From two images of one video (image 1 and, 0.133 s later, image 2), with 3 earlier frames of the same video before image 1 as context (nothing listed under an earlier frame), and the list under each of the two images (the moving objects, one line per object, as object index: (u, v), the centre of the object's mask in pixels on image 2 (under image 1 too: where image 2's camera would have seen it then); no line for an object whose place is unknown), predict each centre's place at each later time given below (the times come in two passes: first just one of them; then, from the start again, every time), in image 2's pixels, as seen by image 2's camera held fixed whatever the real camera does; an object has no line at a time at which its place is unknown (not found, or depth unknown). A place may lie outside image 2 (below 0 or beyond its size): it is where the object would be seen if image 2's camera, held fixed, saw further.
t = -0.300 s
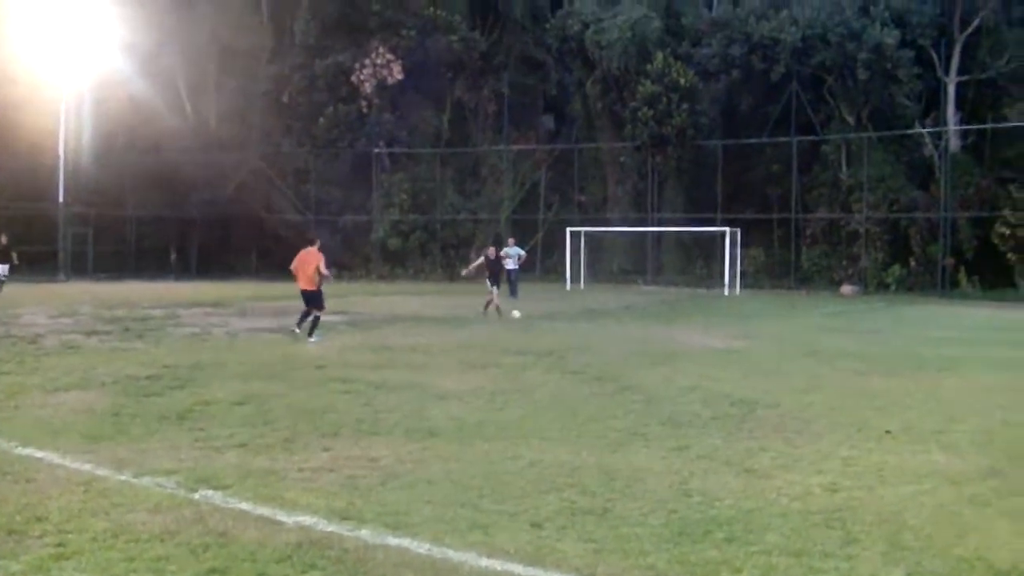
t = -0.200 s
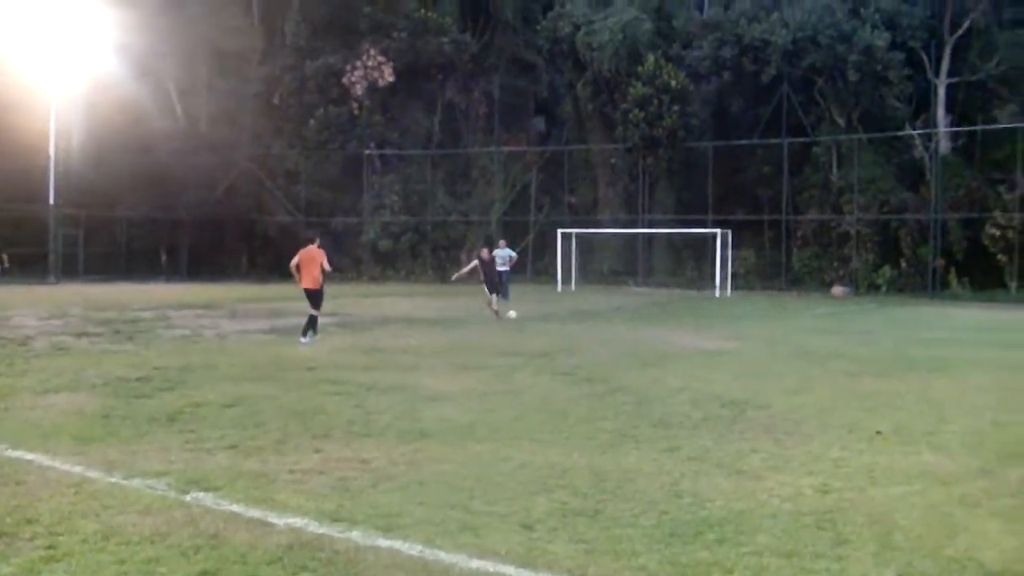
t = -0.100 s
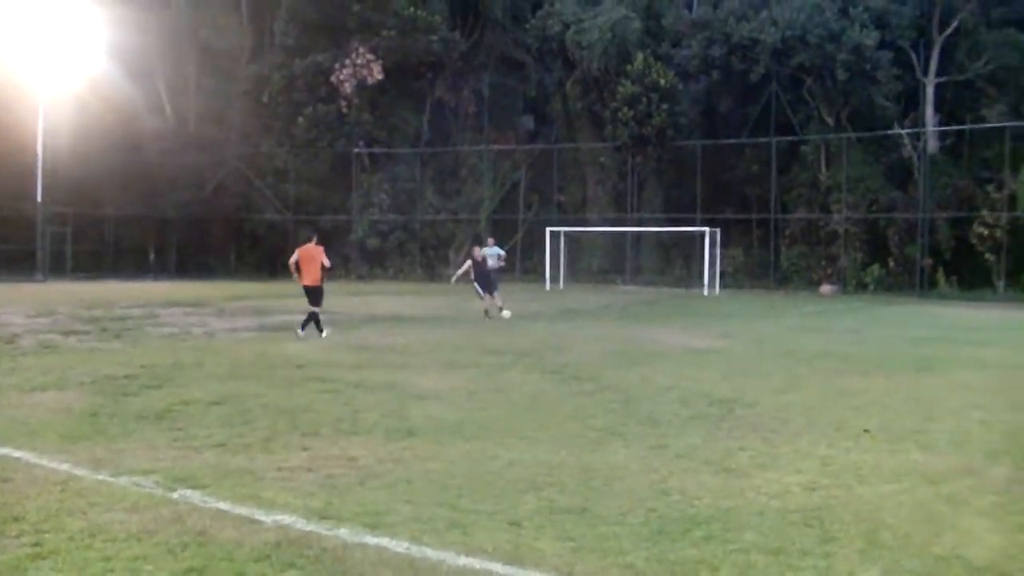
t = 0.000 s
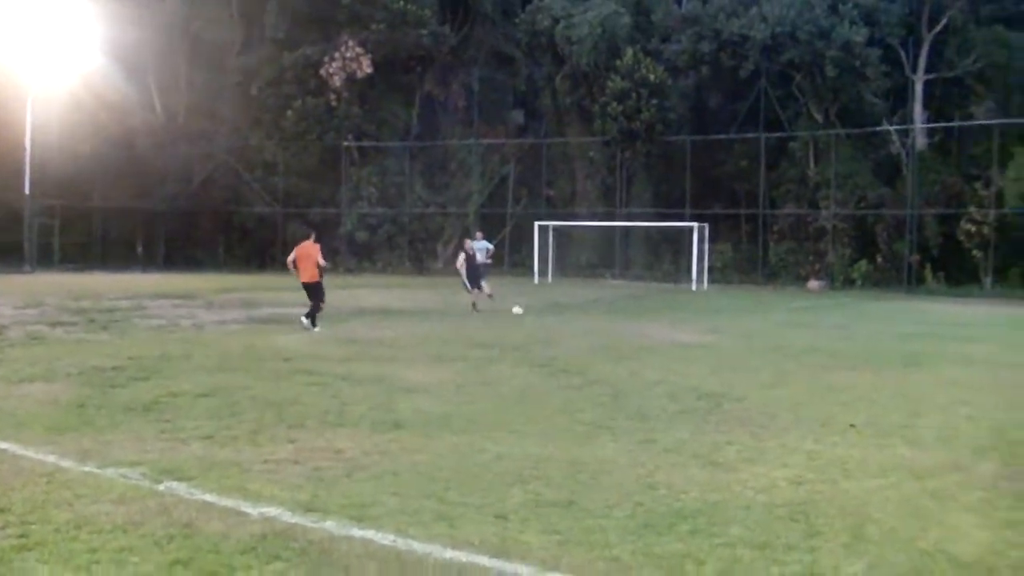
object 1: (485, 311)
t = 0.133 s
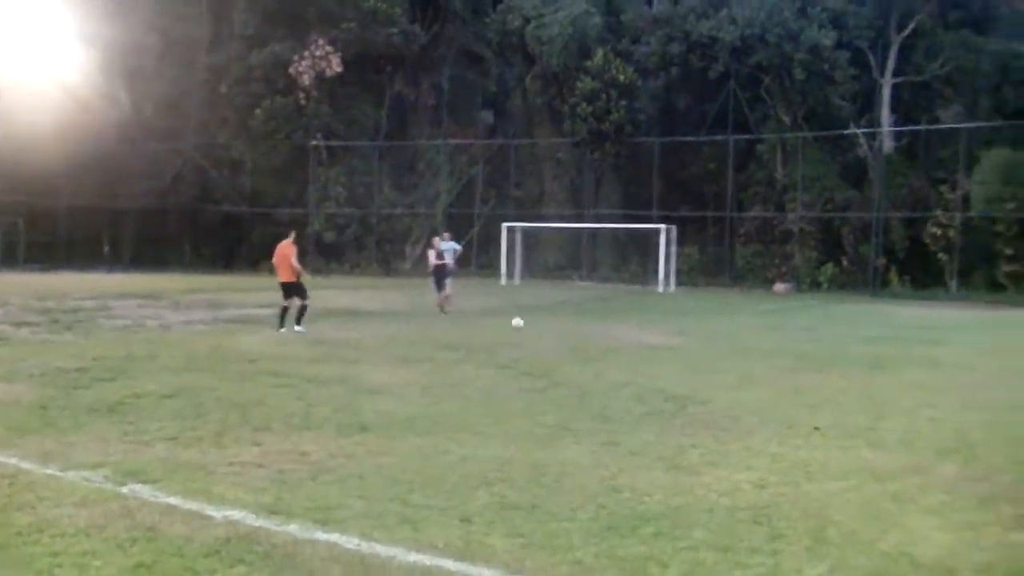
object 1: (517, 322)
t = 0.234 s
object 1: (540, 325)
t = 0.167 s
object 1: (525, 322)
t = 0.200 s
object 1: (533, 323)
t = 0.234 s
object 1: (540, 325)
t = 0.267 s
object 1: (548, 328)
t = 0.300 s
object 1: (557, 331)
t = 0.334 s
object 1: (566, 335)
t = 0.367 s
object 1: (576, 341)
